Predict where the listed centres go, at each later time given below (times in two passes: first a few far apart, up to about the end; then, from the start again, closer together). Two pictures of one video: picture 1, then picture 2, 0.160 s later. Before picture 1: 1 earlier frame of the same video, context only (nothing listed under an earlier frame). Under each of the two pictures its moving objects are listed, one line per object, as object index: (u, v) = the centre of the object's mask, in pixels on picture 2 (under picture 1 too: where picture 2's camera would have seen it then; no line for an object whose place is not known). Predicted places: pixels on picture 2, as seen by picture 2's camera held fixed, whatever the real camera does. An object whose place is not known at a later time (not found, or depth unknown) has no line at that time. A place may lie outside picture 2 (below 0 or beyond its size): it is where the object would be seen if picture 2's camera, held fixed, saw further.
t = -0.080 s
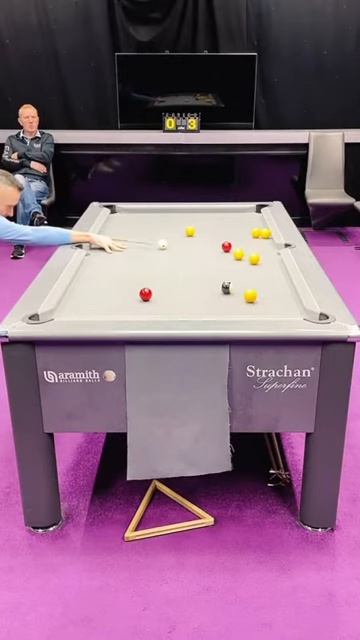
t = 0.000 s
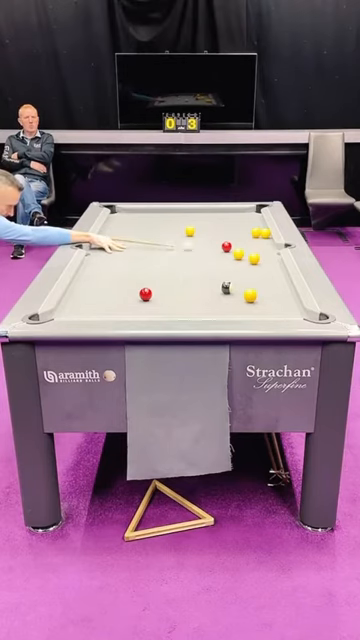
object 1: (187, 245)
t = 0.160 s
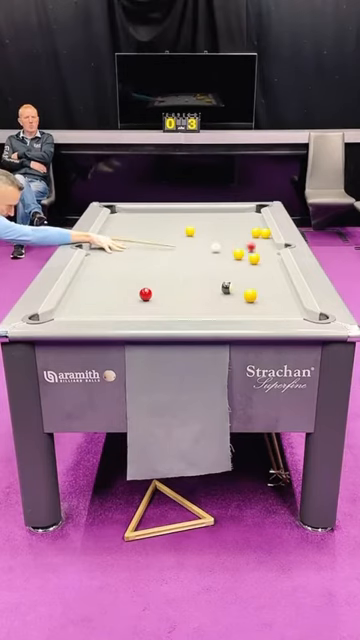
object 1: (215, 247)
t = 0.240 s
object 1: (215, 248)
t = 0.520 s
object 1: (211, 250)
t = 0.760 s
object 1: (208, 251)
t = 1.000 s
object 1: (207, 252)
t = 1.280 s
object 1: (204, 253)
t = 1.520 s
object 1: (204, 254)
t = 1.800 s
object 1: (203, 254)
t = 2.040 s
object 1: (203, 254)
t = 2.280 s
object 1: (203, 254)
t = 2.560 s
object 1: (203, 254)
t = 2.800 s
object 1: (203, 254)
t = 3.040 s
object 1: (203, 254)
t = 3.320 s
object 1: (203, 254)
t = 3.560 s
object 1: (203, 254)
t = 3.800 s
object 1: (203, 254)
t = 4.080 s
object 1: (203, 254)
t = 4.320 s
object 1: (203, 254)
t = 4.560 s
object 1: (203, 254)
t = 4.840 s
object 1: (203, 254)
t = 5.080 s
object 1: (203, 254)
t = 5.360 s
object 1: (203, 254)
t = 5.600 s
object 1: (203, 253)
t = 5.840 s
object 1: (203, 254)
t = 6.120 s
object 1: (203, 253)
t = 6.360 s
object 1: (203, 253)
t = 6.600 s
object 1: (203, 253)
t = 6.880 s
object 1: (203, 253)
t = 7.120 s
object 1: (203, 253)
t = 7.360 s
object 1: (203, 253)
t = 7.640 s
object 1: (203, 253)
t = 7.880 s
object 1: (203, 254)
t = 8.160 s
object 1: (203, 254)
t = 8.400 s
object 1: (203, 254)
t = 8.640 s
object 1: (203, 254)
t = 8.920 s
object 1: (203, 254)
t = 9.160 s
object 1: (203, 254)
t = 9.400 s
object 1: (203, 254)
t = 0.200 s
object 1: (215, 248)
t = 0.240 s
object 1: (215, 248)
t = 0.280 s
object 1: (214, 248)
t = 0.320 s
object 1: (214, 248)
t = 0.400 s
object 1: (212, 249)
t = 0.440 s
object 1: (212, 249)
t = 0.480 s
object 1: (211, 249)
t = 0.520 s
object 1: (211, 250)
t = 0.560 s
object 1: (210, 250)
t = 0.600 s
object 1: (210, 250)
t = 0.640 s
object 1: (210, 250)
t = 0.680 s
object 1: (209, 251)
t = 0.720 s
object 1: (209, 251)
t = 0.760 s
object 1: (208, 251)
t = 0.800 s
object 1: (208, 252)
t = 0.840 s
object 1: (207, 252)
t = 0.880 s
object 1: (207, 252)
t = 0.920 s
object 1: (207, 252)
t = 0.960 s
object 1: (207, 252)
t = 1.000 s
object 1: (207, 252)
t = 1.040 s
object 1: (207, 253)
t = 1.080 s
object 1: (207, 252)
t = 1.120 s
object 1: (207, 253)
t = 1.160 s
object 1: (206, 253)
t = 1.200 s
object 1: (205, 253)
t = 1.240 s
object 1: (205, 253)
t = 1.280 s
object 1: (204, 253)
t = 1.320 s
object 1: (204, 253)
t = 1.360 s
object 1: (204, 253)
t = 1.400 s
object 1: (204, 253)
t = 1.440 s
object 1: (204, 253)
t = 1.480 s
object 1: (204, 253)
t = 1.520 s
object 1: (204, 254)
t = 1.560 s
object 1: (204, 253)
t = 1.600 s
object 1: (204, 254)
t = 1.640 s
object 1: (204, 253)
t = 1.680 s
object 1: (203, 254)
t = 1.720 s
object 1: (203, 254)
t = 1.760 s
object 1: (203, 254)
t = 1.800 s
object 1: (203, 254)
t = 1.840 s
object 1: (203, 254)
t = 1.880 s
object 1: (203, 254)
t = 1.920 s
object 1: (203, 254)
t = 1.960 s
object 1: (203, 254)
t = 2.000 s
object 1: (203, 254)
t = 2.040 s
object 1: (203, 254)
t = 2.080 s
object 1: (203, 254)
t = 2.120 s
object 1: (203, 254)
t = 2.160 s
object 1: (203, 254)
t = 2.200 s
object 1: (203, 254)
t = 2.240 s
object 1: (203, 254)
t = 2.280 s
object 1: (203, 254)
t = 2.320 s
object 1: (203, 254)
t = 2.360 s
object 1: (203, 254)
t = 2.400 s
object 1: (203, 254)
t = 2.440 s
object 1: (203, 254)
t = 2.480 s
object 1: (203, 254)
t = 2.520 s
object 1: (203, 254)
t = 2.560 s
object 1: (203, 254)
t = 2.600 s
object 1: (203, 254)
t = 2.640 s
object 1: (203, 254)
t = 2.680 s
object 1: (203, 254)
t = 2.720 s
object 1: (203, 254)
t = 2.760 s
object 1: (203, 254)
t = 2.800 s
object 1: (203, 254)
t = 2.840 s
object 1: (203, 254)
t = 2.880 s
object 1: (203, 254)
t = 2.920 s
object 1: (203, 254)
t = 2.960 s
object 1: (203, 254)
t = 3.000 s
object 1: (203, 254)
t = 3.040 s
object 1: (203, 254)
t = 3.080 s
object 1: (203, 254)
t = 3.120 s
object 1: (203, 254)
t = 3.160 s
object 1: (203, 254)
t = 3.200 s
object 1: (203, 254)
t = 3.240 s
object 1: (203, 254)
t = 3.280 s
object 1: (203, 254)
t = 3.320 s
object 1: (203, 254)
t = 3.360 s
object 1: (203, 254)
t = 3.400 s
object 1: (203, 254)
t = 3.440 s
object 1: (203, 254)
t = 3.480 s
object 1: (203, 254)
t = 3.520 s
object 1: (203, 254)
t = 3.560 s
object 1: (203, 254)
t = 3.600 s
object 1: (203, 254)
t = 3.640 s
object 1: (203, 254)
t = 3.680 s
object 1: (203, 254)
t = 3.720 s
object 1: (203, 254)
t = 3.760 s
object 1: (203, 254)
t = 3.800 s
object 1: (203, 254)
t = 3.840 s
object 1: (203, 254)
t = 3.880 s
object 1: (203, 254)
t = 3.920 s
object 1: (203, 254)
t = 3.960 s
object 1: (203, 254)
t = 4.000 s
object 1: (203, 254)
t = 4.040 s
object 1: (203, 254)
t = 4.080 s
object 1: (203, 254)
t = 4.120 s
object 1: (203, 254)
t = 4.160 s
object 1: (203, 254)
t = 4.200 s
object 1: (203, 254)
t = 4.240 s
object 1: (203, 254)
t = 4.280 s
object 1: (203, 254)
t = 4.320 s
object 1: (203, 254)
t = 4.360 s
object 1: (203, 254)
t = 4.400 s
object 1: (203, 254)
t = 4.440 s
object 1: (203, 254)
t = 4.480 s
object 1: (203, 254)
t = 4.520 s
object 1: (203, 254)
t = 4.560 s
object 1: (203, 254)
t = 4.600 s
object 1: (203, 254)
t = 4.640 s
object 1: (203, 254)
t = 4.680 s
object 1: (203, 254)
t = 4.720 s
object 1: (203, 254)
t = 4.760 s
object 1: (203, 254)
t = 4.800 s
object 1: (203, 254)
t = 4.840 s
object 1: (203, 254)
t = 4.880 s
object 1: (203, 254)
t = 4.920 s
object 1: (203, 254)
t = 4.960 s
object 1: (203, 254)
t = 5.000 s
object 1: (203, 254)
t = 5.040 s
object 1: (203, 254)
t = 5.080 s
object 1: (203, 254)
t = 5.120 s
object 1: (203, 254)
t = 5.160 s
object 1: (203, 253)
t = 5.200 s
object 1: (203, 254)
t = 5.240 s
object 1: (203, 254)
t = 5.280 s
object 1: (203, 254)
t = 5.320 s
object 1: (203, 254)
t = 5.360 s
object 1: (203, 254)
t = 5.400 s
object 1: (203, 254)
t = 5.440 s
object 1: (203, 253)
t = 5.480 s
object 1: (203, 254)
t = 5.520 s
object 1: (203, 254)
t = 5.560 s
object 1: (203, 253)
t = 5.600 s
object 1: (203, 253)
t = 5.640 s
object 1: (203, 253)
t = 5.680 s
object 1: (203, 253)
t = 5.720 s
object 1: (203, 253)
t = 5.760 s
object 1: (203, 254)
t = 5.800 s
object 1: (203, 254)
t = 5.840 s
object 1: (203, 254)
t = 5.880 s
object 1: (203, 254)
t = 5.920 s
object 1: (203, 253)
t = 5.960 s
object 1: (203, 253)
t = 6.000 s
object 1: (203, 253)
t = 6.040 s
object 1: (203, 253)
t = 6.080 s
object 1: (203, 253)
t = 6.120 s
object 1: (203, 253)
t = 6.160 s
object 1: (203, 253)
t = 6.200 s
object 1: (203, 253)
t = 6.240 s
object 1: (203, 253)
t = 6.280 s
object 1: (203, 253)
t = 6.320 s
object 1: (203, 253)
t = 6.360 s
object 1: (203, 253)
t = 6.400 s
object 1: (203, 253)
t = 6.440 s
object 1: (203, 253)
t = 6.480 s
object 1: (203, 253)
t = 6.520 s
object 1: (203, 253)
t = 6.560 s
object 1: (203, 253)
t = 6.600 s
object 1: (203, 253)
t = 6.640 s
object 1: (203, 253)
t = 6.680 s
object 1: (203, 253)
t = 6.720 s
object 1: (203, 253)
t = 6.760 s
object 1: (203, 253)
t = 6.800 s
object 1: (203, 253)
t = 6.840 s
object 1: (203, 254)
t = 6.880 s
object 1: (203, 253)
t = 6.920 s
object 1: (203, 253)
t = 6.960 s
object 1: (203, 253)
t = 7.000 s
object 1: (203, 253)
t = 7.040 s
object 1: (203, 253)
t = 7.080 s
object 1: (203, 253)
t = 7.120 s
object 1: (203, 253)
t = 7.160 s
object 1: (203, 253)
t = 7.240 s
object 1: (203, 253)
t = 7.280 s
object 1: (203, 253)
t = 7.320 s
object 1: (203, 253)
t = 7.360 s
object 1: (203, 253)
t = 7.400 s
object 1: (203, 253)
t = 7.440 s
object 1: (203, 253)
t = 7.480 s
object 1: (203, 253)
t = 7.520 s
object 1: (203, 253)
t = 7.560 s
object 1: (203, 253)
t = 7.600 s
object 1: (203, 253)
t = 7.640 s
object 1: (203, 253)
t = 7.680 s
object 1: (203, 253)
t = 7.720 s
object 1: (203, 254)
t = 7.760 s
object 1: (203, 254)
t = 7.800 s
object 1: (203, 254)
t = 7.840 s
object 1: (203, 254)
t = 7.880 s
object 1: (203, 254)
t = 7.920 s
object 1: (203, 254)
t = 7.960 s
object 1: (203, 254)
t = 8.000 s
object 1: (203, 254)
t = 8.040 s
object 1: (203, 254)
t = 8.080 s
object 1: (203, 254)
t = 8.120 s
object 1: (203, 254)
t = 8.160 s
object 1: (203, 254)
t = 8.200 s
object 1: (203, 254)
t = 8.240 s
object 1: (203, 254)
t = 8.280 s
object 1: (203, 254)
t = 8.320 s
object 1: (203, 254)
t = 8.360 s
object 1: (203, 254)
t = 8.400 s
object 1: (203, 254)
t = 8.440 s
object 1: (203, 254)
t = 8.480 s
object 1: (203, 254)
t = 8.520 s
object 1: (203, 254)
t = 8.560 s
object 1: (203, 254)
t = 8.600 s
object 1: (203, 254)
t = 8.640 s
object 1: (203, 254)
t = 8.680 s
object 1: (203, 254)
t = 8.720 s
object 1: (203, 254)
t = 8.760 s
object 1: (203, 254)
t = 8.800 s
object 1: (203, 254)
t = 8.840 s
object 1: (203, 254)
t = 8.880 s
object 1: (203, 254)
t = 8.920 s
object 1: (203, 254)
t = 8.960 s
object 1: (203, 254)
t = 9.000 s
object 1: (203, 254)
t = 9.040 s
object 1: (203, 254)
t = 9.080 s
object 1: (203, 254)
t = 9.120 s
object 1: (203, 254)
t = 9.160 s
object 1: (203, 254)
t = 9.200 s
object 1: (203, 254)
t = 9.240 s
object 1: (203, 254)
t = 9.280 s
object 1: (203, 254)
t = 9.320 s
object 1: (203, 254)
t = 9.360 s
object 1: (203, 254)
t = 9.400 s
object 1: (203, 254)
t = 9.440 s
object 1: (203, 254)
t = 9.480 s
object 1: (203, 254)
